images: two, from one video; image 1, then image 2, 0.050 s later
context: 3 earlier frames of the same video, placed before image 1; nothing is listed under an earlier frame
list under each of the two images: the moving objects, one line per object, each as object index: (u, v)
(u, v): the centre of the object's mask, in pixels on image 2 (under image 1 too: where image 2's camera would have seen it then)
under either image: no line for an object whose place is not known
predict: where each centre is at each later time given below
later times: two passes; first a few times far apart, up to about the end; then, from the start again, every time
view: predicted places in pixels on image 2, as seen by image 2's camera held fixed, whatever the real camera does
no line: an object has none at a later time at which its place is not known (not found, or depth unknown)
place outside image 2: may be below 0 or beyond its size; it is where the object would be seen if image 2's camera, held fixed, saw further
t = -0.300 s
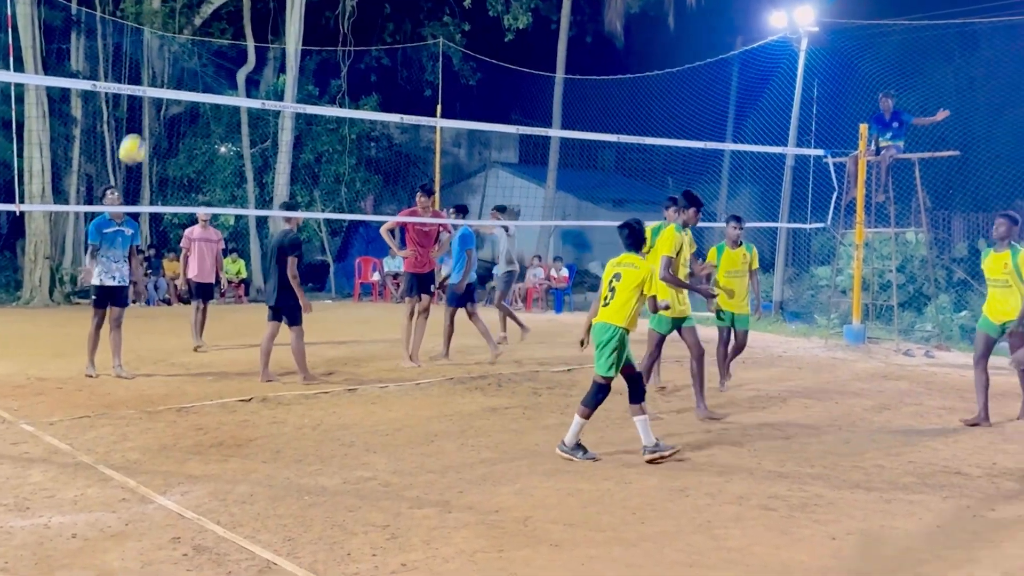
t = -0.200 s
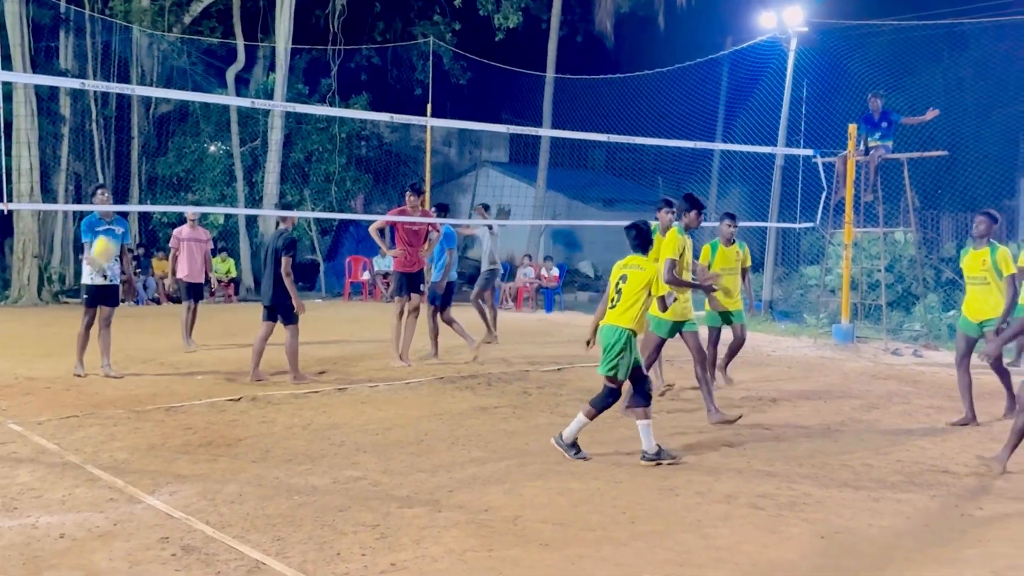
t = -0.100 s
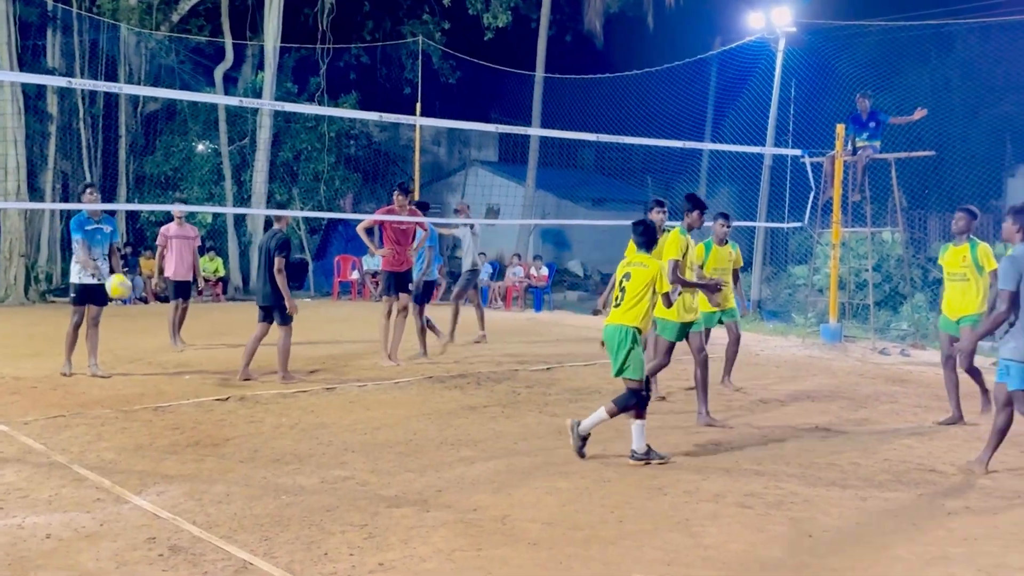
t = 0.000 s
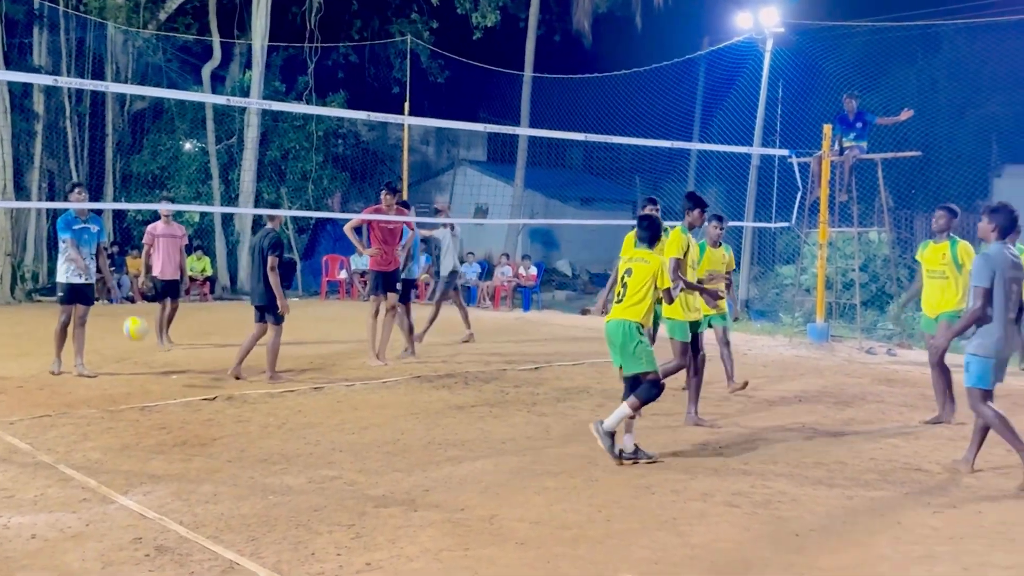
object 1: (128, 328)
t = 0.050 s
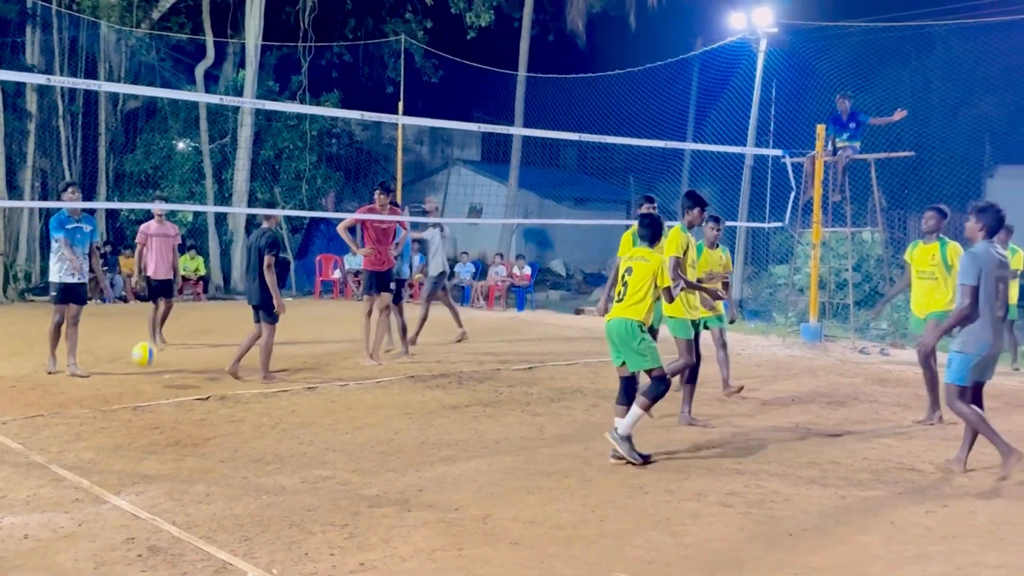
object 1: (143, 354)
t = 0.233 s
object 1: (194, 342)
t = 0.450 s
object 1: (250, 332)
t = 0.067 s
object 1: (148, 363)
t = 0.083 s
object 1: (154, 373)
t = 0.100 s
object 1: (159, 373)
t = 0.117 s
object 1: (164, 369)
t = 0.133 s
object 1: (168, 364)
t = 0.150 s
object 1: (172, 360)
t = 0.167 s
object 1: (176, 356)
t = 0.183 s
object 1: (180, 352)
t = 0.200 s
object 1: (185, 348)
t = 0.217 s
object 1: (189, 345)
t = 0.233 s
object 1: (194, 342)
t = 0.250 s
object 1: (197, 339)
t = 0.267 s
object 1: (202, 337)
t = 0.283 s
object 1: (206, 334)
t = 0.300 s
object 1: (211, 333)
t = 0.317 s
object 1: (215, 332)
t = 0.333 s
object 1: (219, 331)
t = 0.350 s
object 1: (223, 330)
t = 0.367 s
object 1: (228, 330)
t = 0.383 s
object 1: (233, 330)
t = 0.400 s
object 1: (237, 329)
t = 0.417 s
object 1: (241, 330)
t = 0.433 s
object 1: (245, 330)
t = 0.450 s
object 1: (250, 332)
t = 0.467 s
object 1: (254, 333)
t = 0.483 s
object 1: (259, 335)
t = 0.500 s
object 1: (265, 337)
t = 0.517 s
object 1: (270, 339)
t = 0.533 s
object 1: (274, 342)
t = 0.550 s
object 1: (278, 346)
